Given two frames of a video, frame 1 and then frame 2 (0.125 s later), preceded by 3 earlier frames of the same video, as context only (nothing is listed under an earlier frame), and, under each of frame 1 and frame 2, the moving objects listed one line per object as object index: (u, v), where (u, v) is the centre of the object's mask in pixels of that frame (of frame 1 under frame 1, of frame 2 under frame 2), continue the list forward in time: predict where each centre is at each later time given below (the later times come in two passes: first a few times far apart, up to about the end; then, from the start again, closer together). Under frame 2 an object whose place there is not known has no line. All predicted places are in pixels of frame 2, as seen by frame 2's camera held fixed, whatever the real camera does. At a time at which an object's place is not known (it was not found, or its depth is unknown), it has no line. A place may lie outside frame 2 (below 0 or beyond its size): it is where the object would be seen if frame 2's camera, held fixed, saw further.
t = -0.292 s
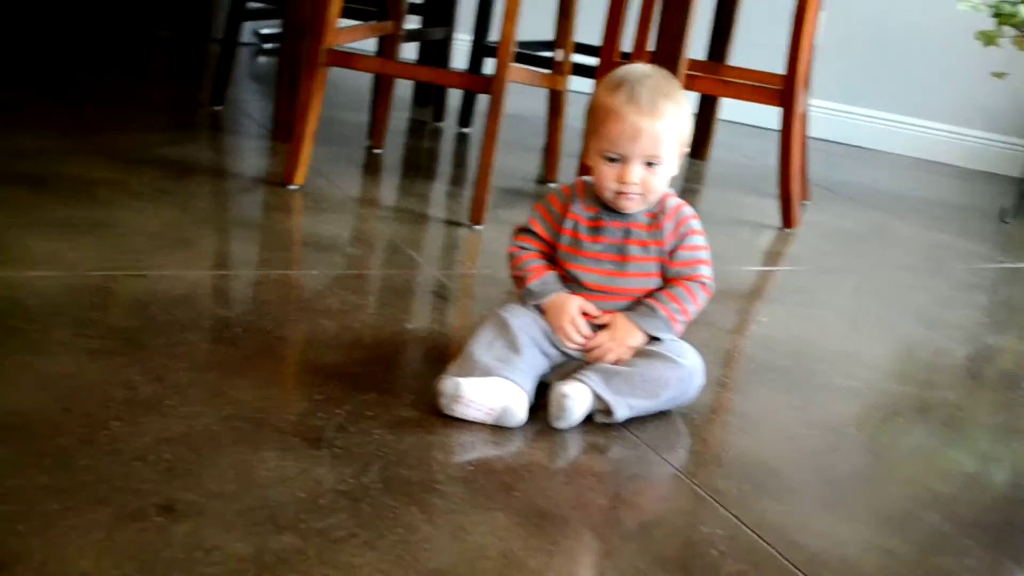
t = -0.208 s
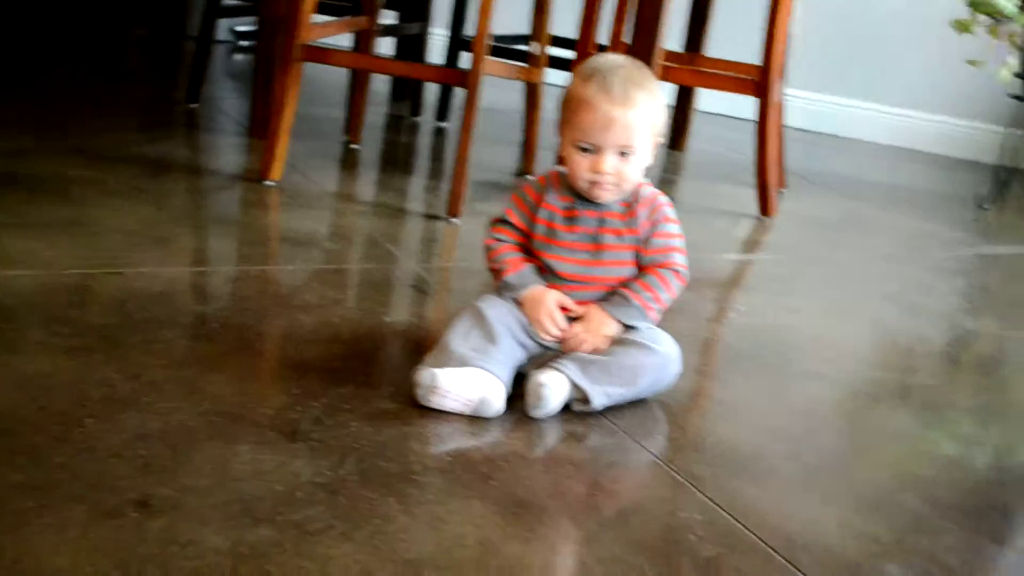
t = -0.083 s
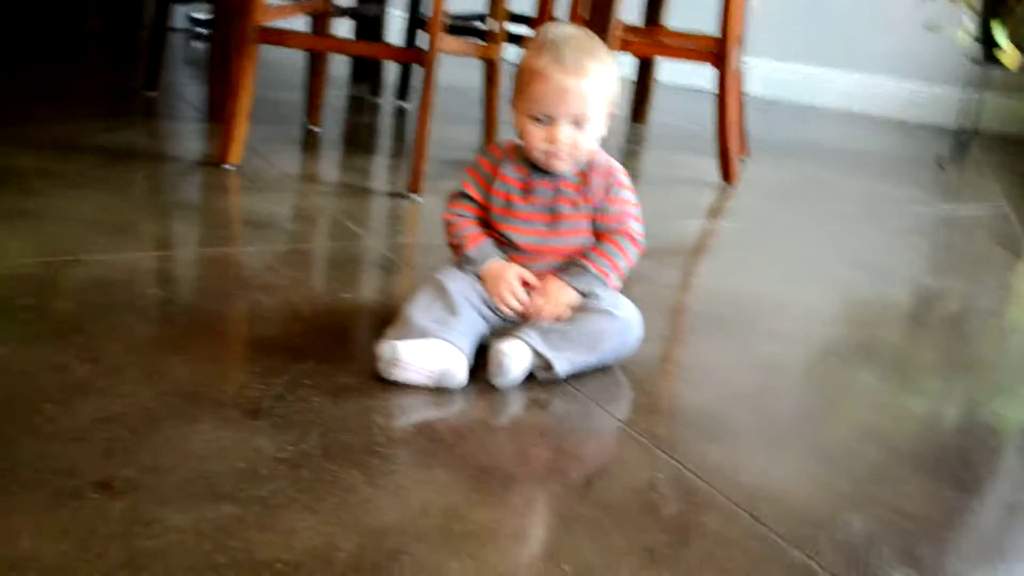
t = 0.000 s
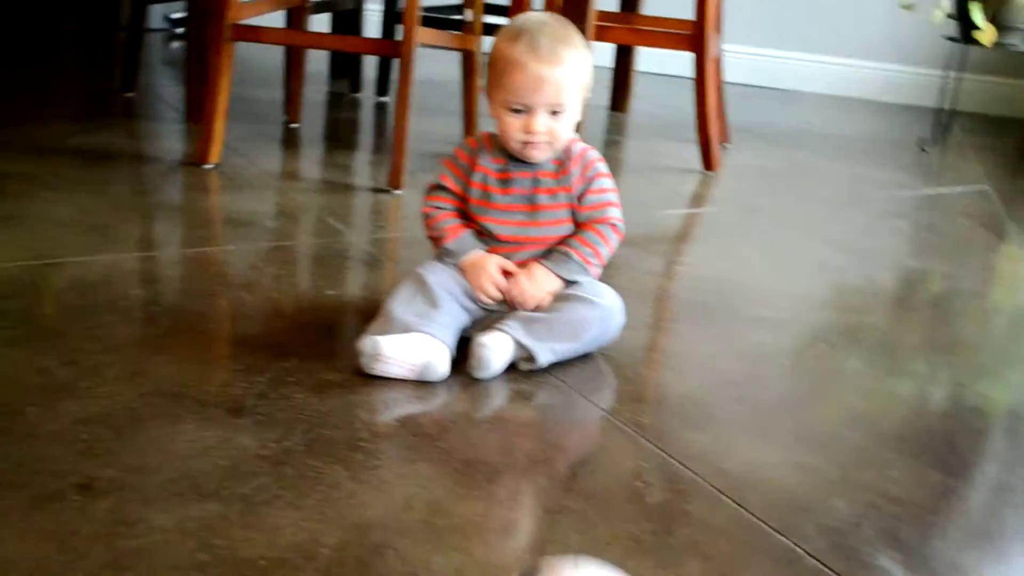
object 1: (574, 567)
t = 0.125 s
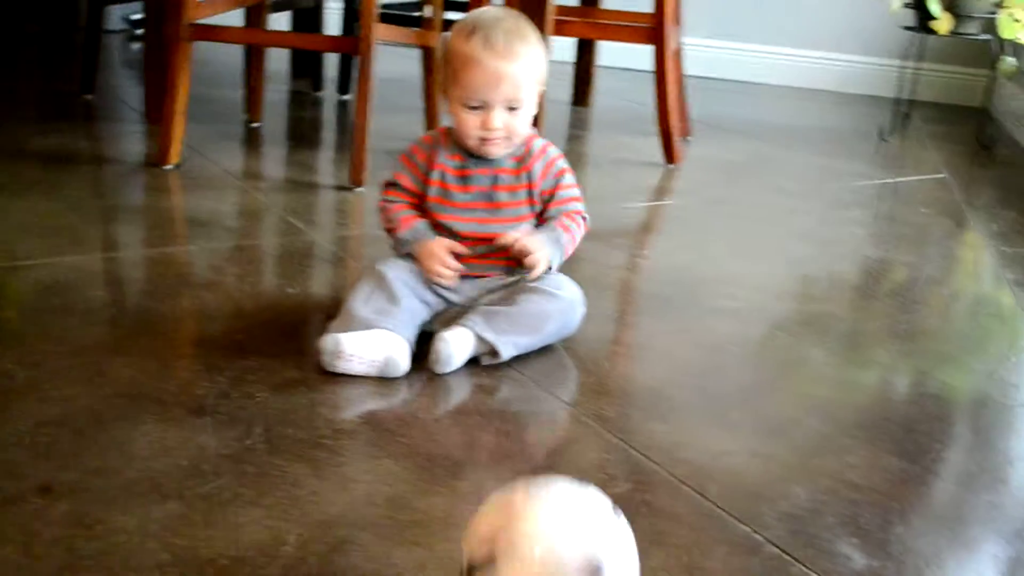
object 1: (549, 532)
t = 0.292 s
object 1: (567, 474)
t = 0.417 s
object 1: (578, 420)
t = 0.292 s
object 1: (567, 474)
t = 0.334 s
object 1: (571, 457)
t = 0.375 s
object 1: (575, 436)
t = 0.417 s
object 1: (578, 420)
